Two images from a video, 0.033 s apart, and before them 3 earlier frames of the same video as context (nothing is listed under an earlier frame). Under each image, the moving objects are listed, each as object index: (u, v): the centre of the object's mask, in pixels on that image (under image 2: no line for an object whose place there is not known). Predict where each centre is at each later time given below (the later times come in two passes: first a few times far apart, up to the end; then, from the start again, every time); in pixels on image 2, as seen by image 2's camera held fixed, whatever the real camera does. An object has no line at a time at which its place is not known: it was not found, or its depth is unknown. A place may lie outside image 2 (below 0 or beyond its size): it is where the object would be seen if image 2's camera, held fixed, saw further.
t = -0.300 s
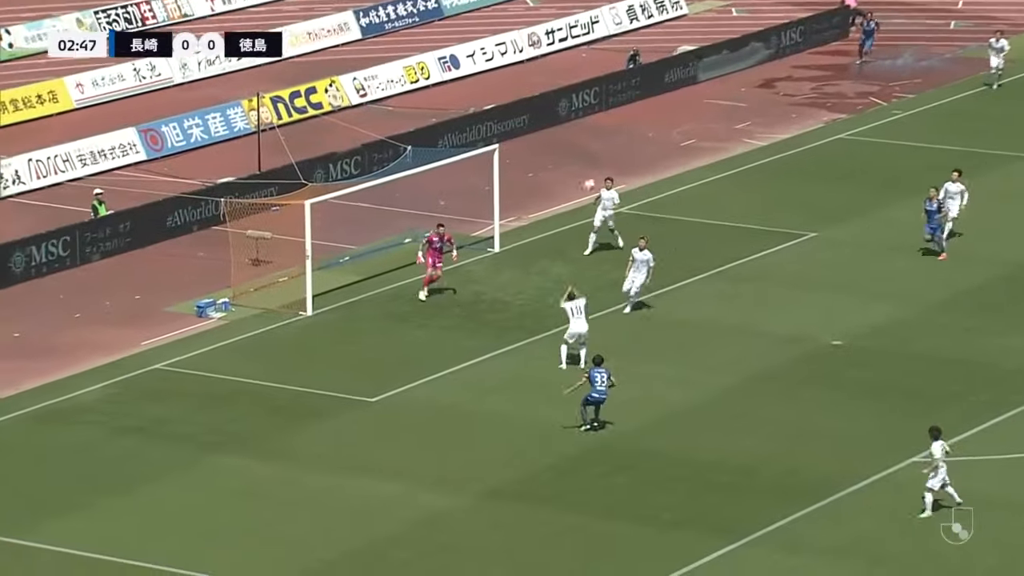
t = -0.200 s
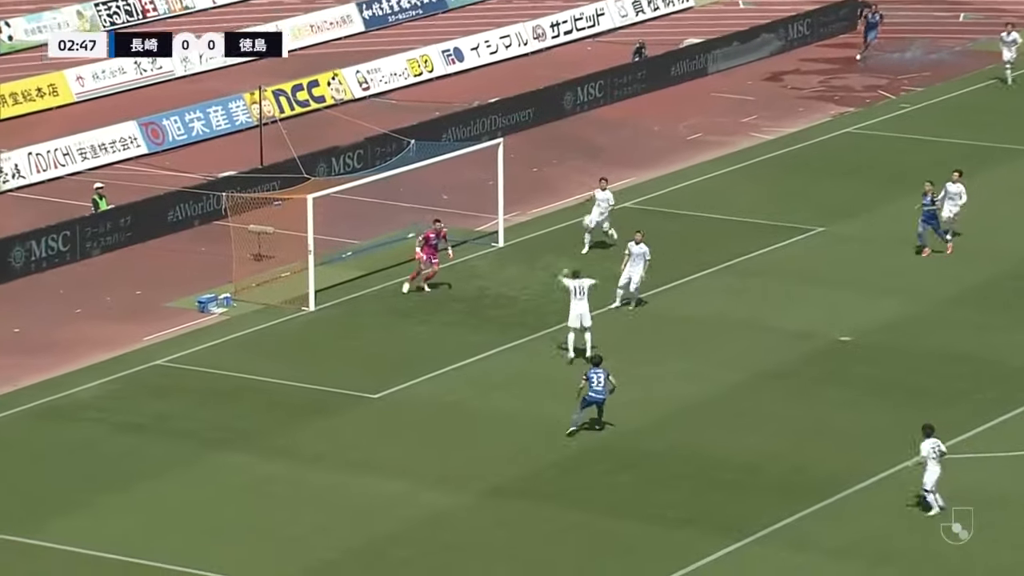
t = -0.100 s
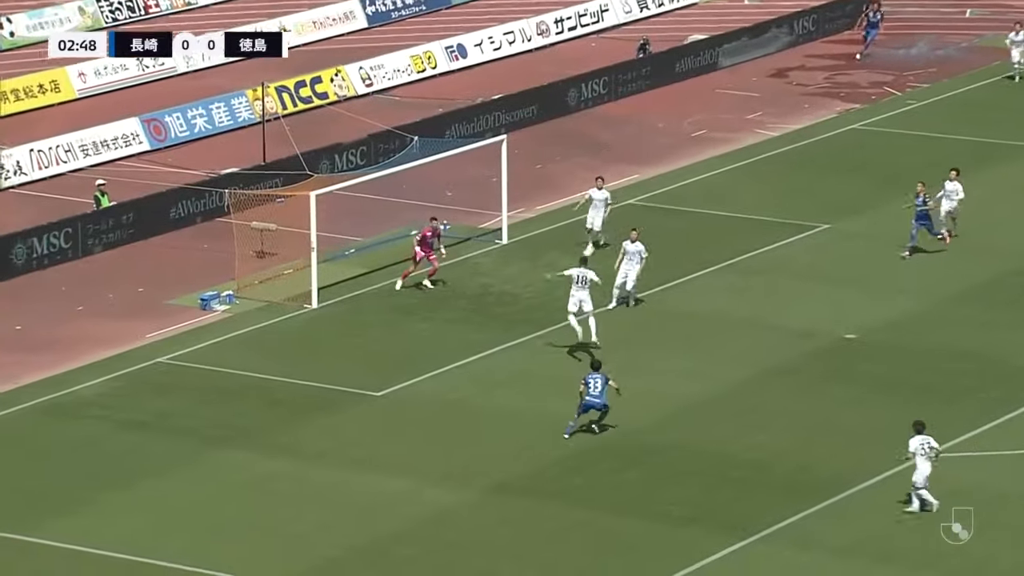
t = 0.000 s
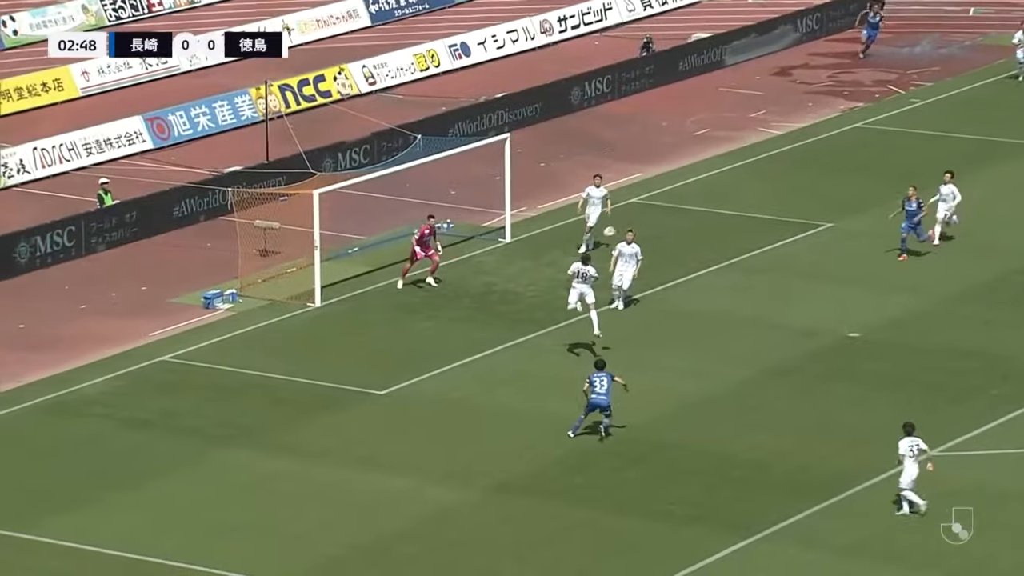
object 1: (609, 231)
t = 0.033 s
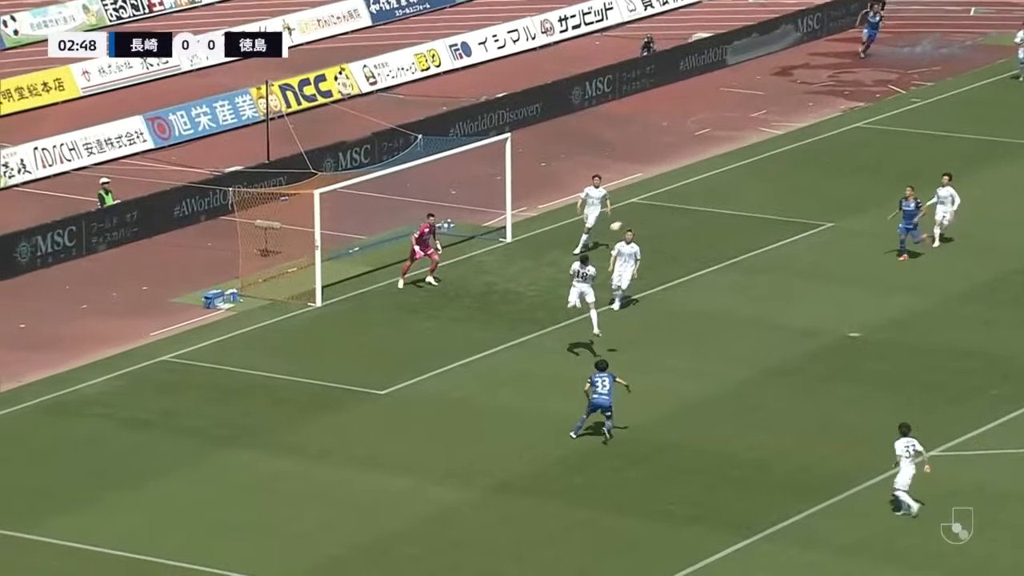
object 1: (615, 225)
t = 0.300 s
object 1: (666, 206)
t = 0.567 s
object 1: (717, 223)
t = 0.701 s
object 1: (747, 248)
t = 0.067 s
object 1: (621, 221)
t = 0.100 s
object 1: (627, 217)
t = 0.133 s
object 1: (633, 214)
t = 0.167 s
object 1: (639, 211)
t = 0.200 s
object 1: (646, 209)
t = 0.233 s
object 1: (653, 208)
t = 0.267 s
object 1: (660, 207)
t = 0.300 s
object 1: (666, 206)
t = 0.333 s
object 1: (673, 206)
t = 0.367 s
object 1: (679, 207)
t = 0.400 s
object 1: (685, 208)
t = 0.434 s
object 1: (692, 210)
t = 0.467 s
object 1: (698, 212)
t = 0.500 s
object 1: (704, 216)
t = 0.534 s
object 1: (711, 219)
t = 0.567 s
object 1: (717, 223)
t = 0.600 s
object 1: (725, 228)
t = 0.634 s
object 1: (731, 234)
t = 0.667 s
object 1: (739, 241)
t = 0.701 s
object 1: (747, 248)
